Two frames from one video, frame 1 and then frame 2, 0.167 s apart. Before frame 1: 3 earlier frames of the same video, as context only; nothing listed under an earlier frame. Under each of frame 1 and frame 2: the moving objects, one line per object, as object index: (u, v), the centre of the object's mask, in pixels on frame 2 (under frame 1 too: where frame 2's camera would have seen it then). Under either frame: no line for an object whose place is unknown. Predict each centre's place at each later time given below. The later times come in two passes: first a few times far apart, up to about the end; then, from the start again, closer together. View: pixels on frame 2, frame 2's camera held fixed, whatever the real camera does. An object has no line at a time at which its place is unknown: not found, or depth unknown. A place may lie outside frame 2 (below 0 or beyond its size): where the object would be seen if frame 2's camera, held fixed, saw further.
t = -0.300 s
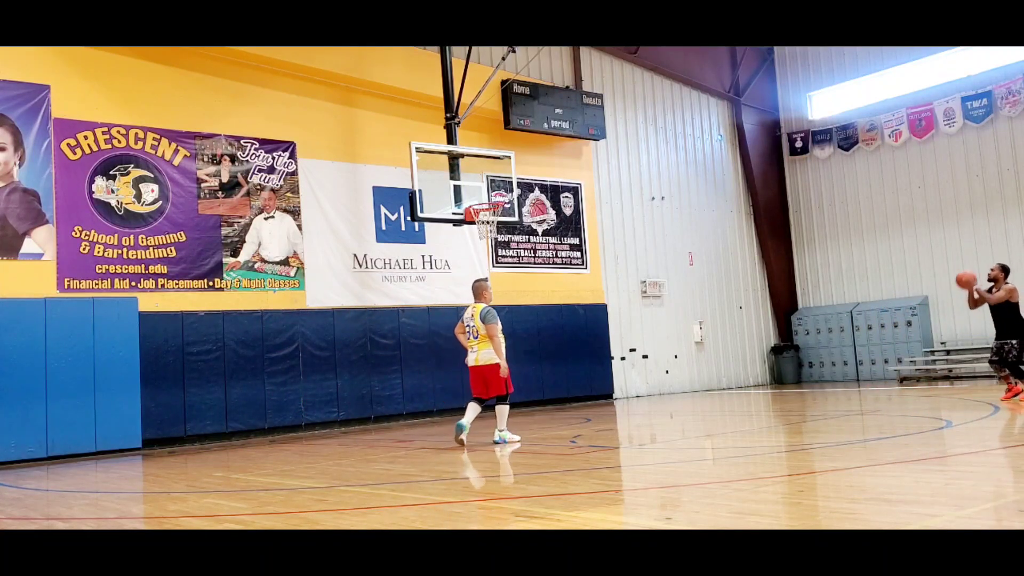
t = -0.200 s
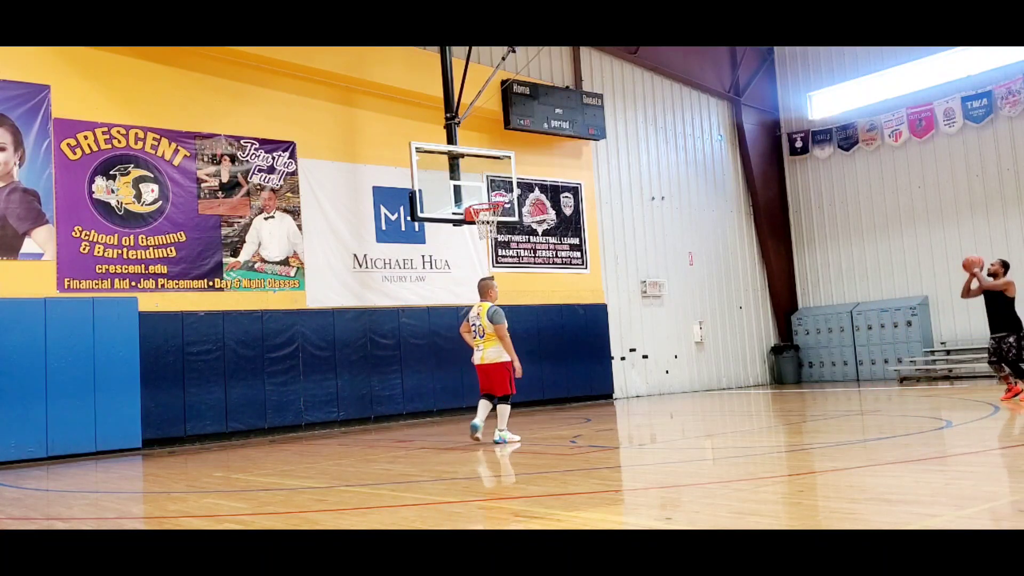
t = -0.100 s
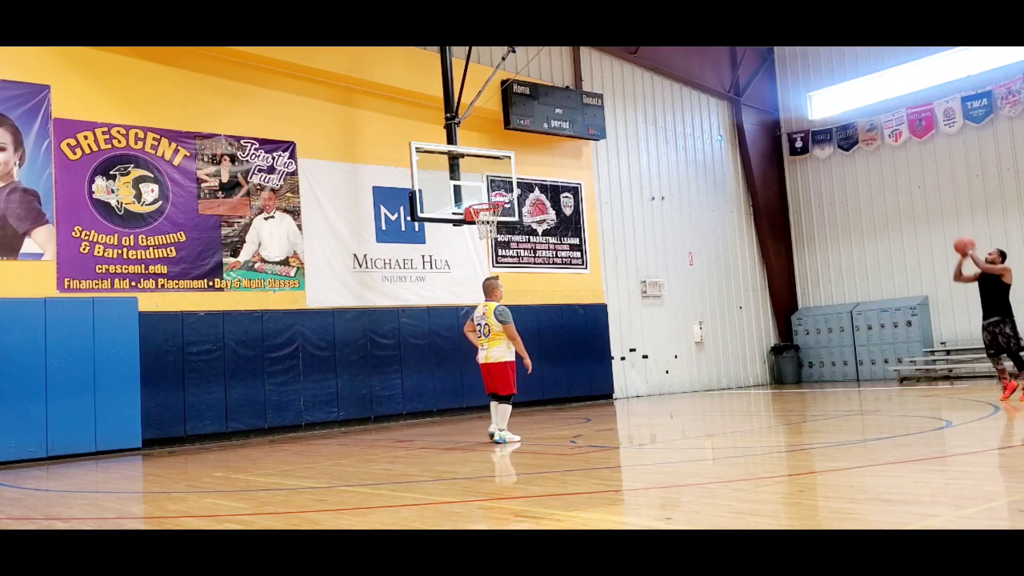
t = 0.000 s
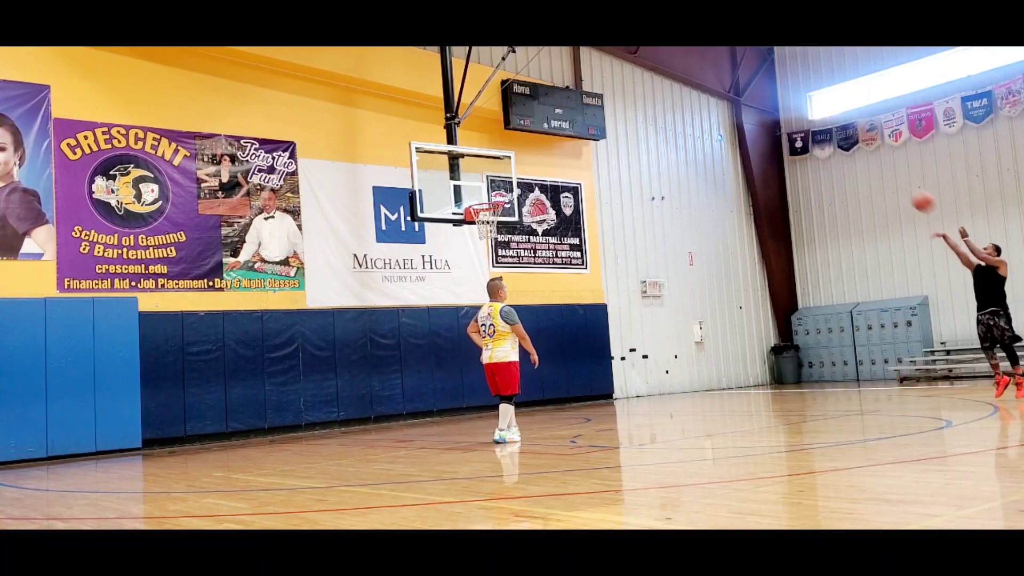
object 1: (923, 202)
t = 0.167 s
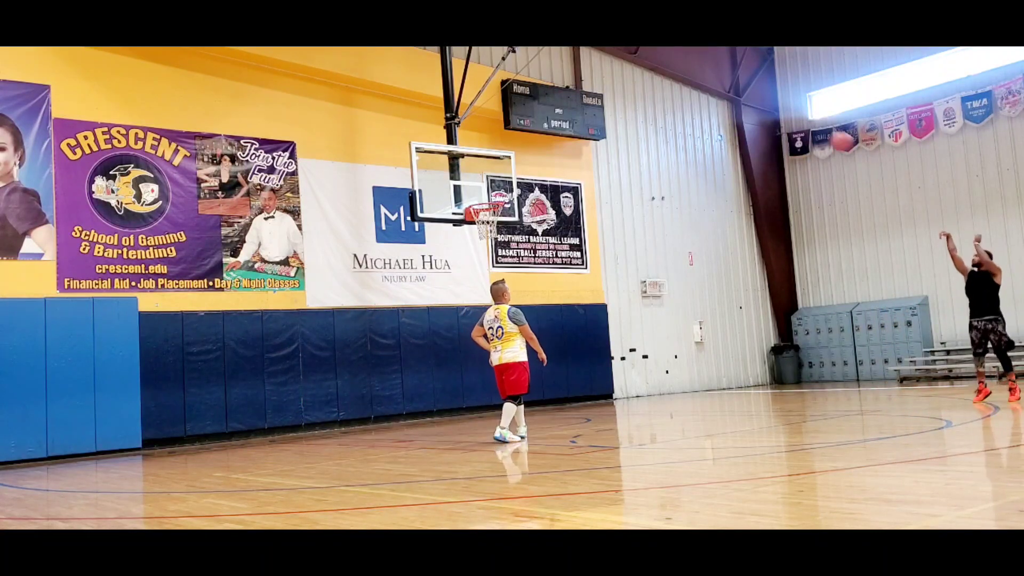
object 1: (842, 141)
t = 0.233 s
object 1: (810, 125)
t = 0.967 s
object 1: (530, 146)
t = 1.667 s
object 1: (653, 175)
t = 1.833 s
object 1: (718, 208)
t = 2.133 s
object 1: (846, 326)
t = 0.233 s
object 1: (810, 125)
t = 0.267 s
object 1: (795, 116)
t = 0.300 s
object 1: (780, 110)
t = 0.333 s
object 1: (766, 104)
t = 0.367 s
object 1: (753, 99)
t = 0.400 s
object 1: (738, 95)
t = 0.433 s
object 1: (724, 92)
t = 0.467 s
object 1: (711, 90)
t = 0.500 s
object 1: (698, 88)
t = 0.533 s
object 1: (684, 88)
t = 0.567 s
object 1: (671, 88)
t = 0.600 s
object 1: (658, 89)
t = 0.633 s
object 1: (646, 91)
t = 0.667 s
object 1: (633, 93)
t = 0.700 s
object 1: (621, 96)
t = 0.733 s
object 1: (609, 100)
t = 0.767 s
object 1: (597, 104)
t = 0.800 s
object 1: (585, 110)
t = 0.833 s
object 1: (575, 115)
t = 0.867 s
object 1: (563, 121)
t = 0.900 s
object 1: (552, 129)
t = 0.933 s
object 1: (541, 137)
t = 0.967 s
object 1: (530, 146)
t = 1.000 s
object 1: (520, 155)
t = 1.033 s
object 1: (508, 166)
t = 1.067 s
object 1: (497, 177)
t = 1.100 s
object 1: (488, 186)
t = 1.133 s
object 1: (477, 198)
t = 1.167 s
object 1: (480, 198)
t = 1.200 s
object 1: (491, 191)
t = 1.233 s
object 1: (502, 185)
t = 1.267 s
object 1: (512, 181)
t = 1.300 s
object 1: (523, 176)
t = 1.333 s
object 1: (534, 172)
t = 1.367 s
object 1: (545, 169)
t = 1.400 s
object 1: (557, 167)
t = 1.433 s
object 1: (569, 165)
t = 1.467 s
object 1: (580, 164)
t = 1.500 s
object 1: (592, 164)
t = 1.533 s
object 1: (604, 165)
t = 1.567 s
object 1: (615, 166)
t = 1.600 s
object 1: (628, 168)
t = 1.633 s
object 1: (640, 171)
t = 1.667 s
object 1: (653, 175)
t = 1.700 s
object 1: (665, 180)
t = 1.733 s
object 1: (678, 186)
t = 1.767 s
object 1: (691, 192)
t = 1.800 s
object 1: (704, 200)
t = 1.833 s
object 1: (718, 208)
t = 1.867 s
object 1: (732, 217)
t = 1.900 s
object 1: (745, 227)
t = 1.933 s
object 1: (760, 239)
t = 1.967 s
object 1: (773, 251)
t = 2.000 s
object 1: (786, 263)
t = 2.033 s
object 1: (800, 277)
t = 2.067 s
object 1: (816, 293)
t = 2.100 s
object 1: (831, 310)
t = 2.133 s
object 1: (846, 326)
